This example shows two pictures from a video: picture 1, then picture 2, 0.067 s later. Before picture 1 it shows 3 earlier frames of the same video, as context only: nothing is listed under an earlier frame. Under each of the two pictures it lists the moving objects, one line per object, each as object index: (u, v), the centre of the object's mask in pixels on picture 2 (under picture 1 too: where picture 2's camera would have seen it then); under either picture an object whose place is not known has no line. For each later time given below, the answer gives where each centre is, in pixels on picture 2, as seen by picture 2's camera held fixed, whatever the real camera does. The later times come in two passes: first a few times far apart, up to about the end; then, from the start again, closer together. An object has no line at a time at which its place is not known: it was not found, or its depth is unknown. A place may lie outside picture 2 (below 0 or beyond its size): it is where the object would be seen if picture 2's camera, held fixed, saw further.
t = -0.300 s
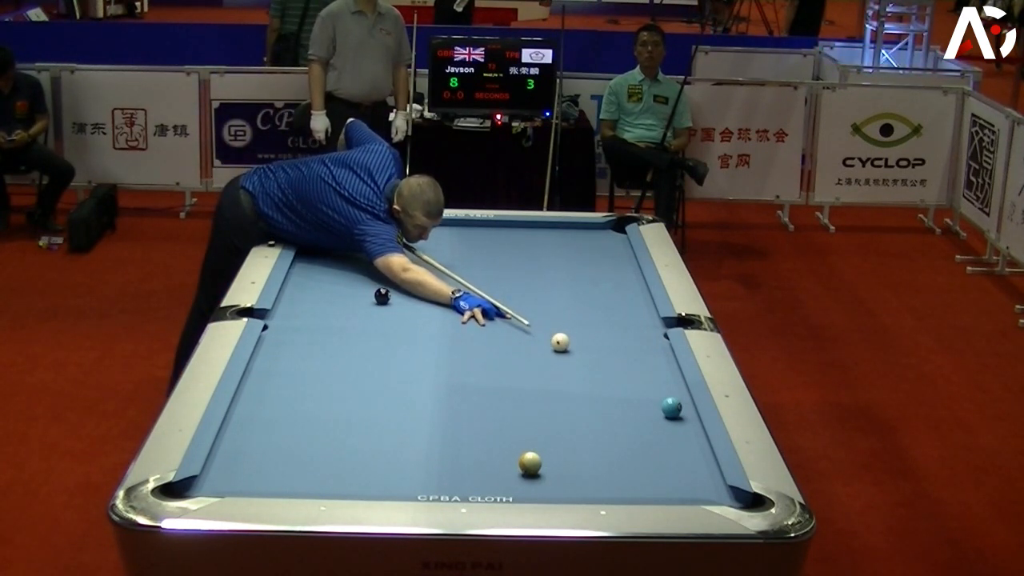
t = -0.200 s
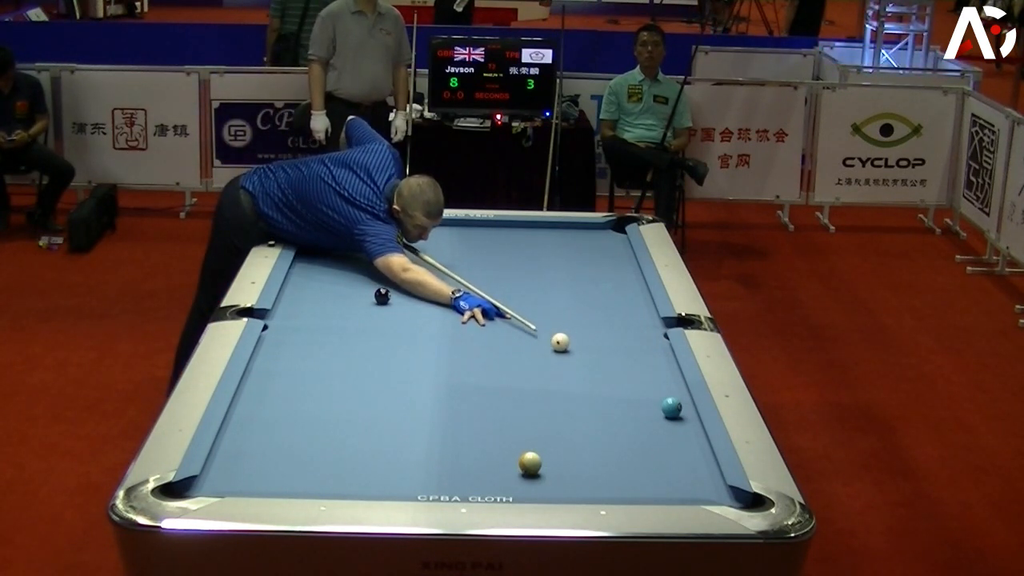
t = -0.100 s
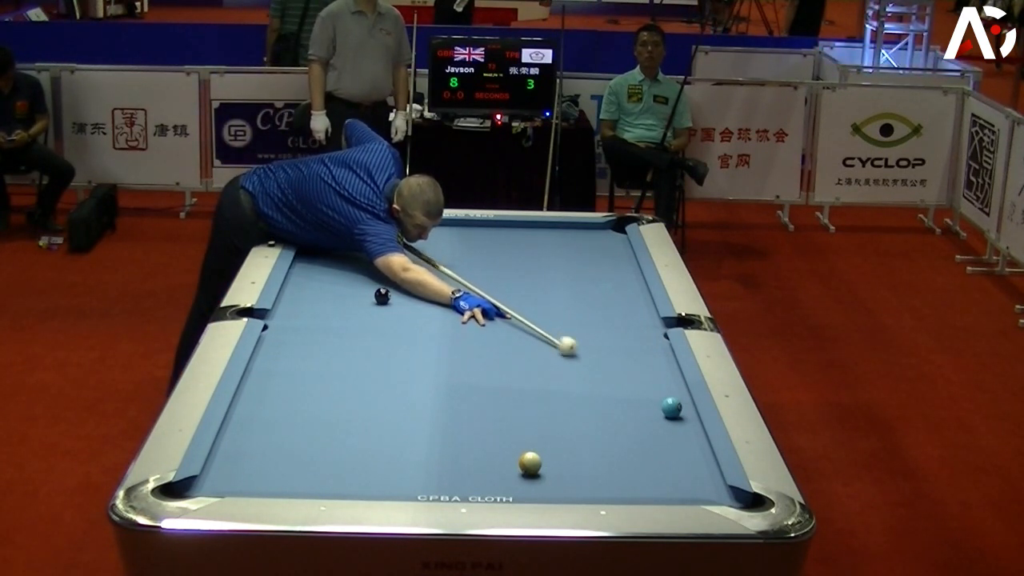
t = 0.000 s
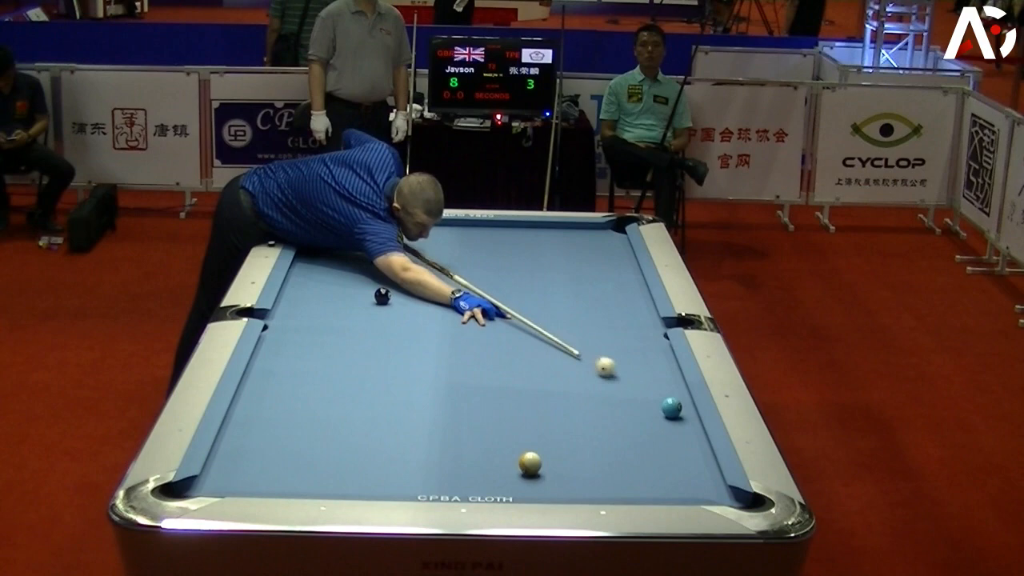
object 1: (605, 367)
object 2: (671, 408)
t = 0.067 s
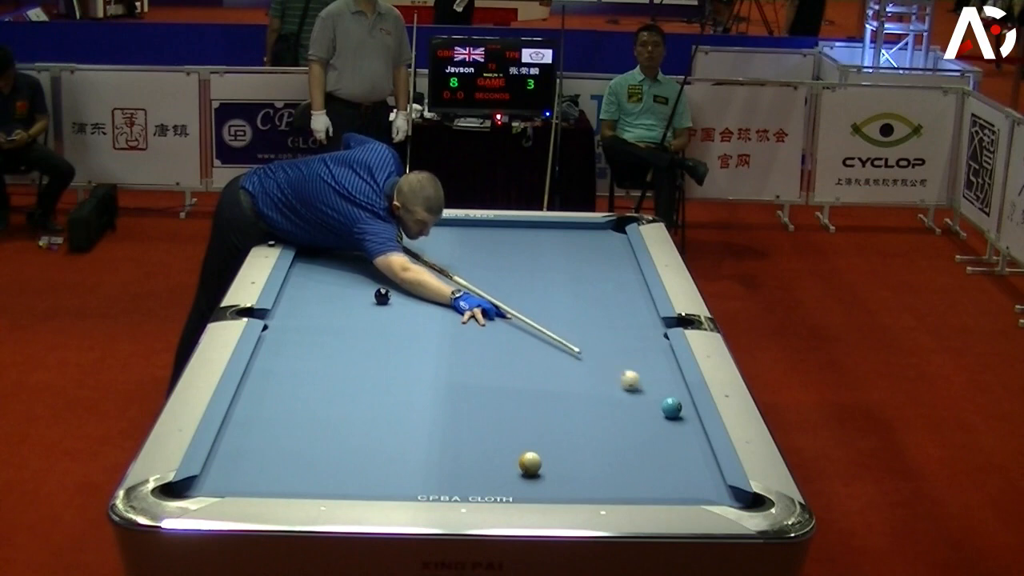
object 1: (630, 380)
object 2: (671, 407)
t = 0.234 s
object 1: (680, 399)
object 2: (679, 421)
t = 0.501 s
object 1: (656, 393)
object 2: (707, 466)
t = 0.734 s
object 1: (636, 388)
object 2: (723, 497)
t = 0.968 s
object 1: (616, 382)
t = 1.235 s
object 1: (596, 377)
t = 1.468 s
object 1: (580, 373)
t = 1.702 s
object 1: (566, 369)
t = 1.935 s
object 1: (552, 366)
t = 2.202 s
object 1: (539, 362)
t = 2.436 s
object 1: (529, 360)
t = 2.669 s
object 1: (521, 357)
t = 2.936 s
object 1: (512, 355)
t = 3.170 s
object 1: (506, 354)
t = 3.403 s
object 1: (501, 353)
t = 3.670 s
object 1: (497, 352)
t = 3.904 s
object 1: (495, 352)
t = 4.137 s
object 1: (494, 351)
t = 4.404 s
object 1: (494, 351)
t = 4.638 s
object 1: (494, 351)
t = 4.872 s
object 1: (495, 351)
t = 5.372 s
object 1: (494, 351)
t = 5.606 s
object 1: (494, 351)
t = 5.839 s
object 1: (494, 351)
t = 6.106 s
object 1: (494, 352)
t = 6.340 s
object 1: (494, 351)
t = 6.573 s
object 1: (494, 351)
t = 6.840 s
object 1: (494, 351)
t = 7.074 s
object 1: (494, 351)
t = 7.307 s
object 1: (494, 351)
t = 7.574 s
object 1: (494, 351)
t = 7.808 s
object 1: (494, 351)
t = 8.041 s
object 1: (494, 351)
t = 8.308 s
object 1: (494, 351)
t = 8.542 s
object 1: (494, 351)
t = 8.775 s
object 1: (494, 351)
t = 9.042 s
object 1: (494, 351)
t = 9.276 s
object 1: (494, 351)
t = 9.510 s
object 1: (494, 351)
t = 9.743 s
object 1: (494, 351)
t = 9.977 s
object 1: (494, 351)
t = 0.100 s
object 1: (642, 387)
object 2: (671, 408)
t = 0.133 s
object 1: (654, 393)
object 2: (671, 407)
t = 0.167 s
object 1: (664, 395)
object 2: (671, 408)
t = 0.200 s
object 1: (673, 397)
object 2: (676, 414)
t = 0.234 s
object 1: (680, 399)
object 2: (679, 421)
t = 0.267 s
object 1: (681, 399)
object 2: (684, 427)
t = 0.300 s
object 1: (676, 398)
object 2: (687, 433)
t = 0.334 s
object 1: (673, 397)
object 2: (690, 438)
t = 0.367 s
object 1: (669, 396)
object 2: (693, 444)
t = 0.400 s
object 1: (666, 396)
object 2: (697, 450)
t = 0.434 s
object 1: (663, 395)
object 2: (700, 455)
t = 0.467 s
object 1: (660, 394)
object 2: (703, 460)
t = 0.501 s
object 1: (656, 393)
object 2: (707, 466)
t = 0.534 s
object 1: (654, 392)
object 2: (710, 472)
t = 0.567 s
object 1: (650, 391)
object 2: (712, 477)
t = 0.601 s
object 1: (647, 391)
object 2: (713, 484)
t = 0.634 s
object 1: (644, 390)
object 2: (714, 488)
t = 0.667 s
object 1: (641, 389)
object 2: (716, 491)
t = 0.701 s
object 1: (638, 388)
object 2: (719, 495)
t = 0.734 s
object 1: (636, 388)
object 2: (723, 497)
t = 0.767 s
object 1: (632, 387)
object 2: (730, 498)
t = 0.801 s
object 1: (629, 386)
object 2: (739, 501)
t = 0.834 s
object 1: (627, 386)
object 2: (743, 505)
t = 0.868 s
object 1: (624, 385)
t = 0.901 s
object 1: (621, 384)
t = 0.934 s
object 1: (619, 383)
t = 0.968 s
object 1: (616, 382)
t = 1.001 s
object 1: (614, 382)
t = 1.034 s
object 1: (611, 381)
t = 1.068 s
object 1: (608, 381)
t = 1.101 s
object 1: (606, 380)
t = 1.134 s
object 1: (603, 379)
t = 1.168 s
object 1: (601, 379)
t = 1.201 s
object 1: (598, 378)
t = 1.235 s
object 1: (596, 377)
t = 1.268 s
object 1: (593, 377)
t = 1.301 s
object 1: (591, 376)
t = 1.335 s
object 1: (589, 375)
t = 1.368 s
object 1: (586, 375)
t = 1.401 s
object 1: (584, 374)
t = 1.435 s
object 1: (582, 374)
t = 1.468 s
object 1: (580, 373)
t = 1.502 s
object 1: (578, 373)
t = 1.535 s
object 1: (576, 372)
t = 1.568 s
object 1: (574, 372)
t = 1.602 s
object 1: (571, 371)
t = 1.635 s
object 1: (569, 370)
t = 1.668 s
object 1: (567, 370)
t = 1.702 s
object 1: (566, 369)
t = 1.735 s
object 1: (564, 369)
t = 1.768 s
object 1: (562, 368)
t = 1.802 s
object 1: (560, 368)
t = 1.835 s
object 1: (558, 367)
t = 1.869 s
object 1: (555, 367)
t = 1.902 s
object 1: (554, 366)
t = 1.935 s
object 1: (552, 366)
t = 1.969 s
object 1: (551, 366)
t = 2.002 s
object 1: (549, 365)
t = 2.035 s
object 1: (547, 365)
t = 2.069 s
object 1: (545, 364)
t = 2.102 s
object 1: (544, 364)
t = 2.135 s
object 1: (542, 363)
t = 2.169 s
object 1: (541, 363)
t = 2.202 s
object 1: (539, 362)
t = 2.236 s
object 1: (538, 362)
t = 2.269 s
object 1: (536, 362)
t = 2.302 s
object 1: (535, 361)
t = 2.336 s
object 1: (533, 361)
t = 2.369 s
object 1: (532, 361)
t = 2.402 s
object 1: (530, 360)
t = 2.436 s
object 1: (529, 360)
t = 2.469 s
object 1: (528, 360)
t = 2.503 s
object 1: (526, 359)
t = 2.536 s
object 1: (525, 359)
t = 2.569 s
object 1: (524, 359)
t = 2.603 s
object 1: (523, 358)
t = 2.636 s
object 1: (522, 358)
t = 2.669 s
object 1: (521, 357)
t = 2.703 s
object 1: (519, 357)
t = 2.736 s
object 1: (518, 357)
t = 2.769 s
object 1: (517, 357)
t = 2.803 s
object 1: (516, 356)
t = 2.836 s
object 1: (515, 356)
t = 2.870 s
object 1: (514, 356)
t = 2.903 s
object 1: (513, 356)
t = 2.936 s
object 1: (512, 355)
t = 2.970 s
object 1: (511, 355)
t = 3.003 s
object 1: (510, 355)
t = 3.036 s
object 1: (509, 355)
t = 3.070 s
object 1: (508, 355)
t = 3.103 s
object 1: (508, 354)
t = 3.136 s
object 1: (507, 354)
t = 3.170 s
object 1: (506, 354)
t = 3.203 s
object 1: (505, 354)
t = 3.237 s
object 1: (504, 354)
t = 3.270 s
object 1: (504, 353)
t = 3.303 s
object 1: (503, 353)
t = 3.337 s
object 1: (502, 353)
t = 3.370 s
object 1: (502, 353)
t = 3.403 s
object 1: (501, 353)
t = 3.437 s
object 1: (500, 352)
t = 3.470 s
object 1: (500, 352)
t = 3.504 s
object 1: (499, 352)
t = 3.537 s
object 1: (499, 352)
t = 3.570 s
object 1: (498, 352)
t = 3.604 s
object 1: (497, 352)
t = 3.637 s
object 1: (497, 352)
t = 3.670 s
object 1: (497, 352)
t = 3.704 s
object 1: (496, 352)
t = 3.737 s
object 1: (496, 352)
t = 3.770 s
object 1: (495, 352)
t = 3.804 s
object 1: (495, 352)
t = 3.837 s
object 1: (495, 352)
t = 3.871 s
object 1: (495, 352)
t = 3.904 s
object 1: (495, 352)
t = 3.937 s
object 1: (495, 351)
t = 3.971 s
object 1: (494, 352)
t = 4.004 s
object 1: (494, 352)
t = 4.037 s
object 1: (494, 352)
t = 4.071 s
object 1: (494, 351)
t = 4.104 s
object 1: (494, 351)
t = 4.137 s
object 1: (494, 351)
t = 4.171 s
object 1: (494, 351)
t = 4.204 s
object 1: (494, 351)
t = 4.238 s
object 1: (494, 351)
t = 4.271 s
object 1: (494, 351)
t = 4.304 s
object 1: (494, 351)
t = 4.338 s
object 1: (494, 351)
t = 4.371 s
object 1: (494, 351)
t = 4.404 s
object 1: (494, 351)
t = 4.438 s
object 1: (494, 351)
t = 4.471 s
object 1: (494, 351)
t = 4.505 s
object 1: (494, 351)
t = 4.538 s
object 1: (494, 351)
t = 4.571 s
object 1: (494, 351)
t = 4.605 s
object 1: (494, 351)
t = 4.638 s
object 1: (494, 351)
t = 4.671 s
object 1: (494, 351)
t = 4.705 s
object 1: (494, 351)
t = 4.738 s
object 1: (494, 351)
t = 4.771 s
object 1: (494, 351)
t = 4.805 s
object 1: (494, 351)
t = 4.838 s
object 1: (494, 352)
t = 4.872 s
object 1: (495, 351)
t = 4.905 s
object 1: (494, 352)
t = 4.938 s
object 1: (494, 352)
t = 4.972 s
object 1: (495, 351)
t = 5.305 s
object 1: (492, 351)
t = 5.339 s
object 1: (494, 351)
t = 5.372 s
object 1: (494, 351)
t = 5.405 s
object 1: (494, 351)
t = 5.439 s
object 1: (494, 351)
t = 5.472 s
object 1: (494, 351)
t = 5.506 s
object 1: (494, 351)
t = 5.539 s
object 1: (494, 351)
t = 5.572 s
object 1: (494, 351)
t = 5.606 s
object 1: (494, 351)
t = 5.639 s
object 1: (494, 351)
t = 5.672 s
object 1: (494, 351)
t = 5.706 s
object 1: (494, 351)
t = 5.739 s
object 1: (494, 351)
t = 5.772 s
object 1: (494, 351)
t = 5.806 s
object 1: (494, 352)
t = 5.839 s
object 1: (494, 351)
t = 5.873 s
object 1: (494, 351)
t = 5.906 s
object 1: (494, 351)
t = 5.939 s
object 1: (494, 351)
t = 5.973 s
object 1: (494, 351)
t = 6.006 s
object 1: (494, 352)
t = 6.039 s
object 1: (494, 352)
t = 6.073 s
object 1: (494, 352)
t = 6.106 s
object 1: (494, 352)
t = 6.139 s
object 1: (494, 352)
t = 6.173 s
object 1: (494, 352)
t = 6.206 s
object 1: (494, 352)
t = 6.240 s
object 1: (494, 352)
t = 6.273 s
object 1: (494, 352)
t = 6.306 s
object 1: (494, 352)
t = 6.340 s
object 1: (494, 351)
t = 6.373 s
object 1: (494, 352)
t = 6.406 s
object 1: (494, 352)
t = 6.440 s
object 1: (494, 352)
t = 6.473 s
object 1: (494, 351)
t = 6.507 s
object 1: (494, 351)
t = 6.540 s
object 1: (494, 351)
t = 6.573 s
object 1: (494, 351)
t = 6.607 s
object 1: (494, 352)
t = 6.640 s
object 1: (494, 351)
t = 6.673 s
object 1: (494, 351)
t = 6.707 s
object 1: (494, 351)
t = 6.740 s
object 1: (494, 351)
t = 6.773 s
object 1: (494, 351)
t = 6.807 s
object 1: (494, 351)
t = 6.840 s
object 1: (494, 351)
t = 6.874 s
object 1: (494, 351)
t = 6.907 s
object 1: (494, 351)
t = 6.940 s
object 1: (494, 351)
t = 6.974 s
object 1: (494, 351)
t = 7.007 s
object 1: (494, 351)
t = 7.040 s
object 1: (494, 351)
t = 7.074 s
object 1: (494, 351)
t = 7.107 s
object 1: (494, 351)
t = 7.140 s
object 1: (494, 351)
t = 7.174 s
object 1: (494, 351)
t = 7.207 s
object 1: (494, 351)
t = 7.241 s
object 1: (494, 351)
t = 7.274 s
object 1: (494, 351)
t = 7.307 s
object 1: (494, 351)
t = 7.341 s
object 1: (494, 351)
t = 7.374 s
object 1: (494, 351)
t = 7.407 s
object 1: (494, 351)
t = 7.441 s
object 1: (494, 351)
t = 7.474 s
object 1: (494, 351)
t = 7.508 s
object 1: (494, 351)
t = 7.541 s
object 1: (494, 351)
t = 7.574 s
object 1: (494, 351)
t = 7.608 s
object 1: (494, 351)
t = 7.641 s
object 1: (494, 351)
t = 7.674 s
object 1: (494, 351)
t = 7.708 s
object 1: (494, 351)
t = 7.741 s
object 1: (494, 351)
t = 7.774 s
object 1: (494, 351)
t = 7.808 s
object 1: (494, 351)
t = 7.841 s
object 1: (494, 351)
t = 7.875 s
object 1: (494, 351)
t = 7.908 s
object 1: (494, 351)
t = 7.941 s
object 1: (494, 351)
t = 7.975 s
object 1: (494, 351)
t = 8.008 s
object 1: (494, 351)
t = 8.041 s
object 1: (494, 351)
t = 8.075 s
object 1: (494, 351)
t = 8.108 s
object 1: (494, 351)
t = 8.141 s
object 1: (494, 351)
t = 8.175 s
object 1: (494, 351)
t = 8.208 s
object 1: (494, 351)
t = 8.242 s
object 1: (494, 351)
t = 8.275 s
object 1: (494, 351)
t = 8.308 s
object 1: (494, 351)
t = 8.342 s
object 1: (494, 351)
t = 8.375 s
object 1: (494, 351)
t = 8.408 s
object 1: (494, 351)
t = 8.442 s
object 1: (494, 351)
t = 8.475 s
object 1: (494, 351)
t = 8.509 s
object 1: (494, 351)
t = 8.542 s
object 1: (494, 351)
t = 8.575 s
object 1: (494, 351)
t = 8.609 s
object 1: (494, 351)
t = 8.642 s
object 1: (494, 351)
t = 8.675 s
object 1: (494, 351)
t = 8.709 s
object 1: (494, 351)
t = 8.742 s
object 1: (494, 351)
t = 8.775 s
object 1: (494, 351)
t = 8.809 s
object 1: (494, 351)
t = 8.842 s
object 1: (494, 351)
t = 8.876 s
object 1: (494, 351)
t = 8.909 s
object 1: (494, 351)
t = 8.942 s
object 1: (494, 351)
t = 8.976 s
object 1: (494, 351)
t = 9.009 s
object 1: (494, 351)
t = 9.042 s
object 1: (494, 351)
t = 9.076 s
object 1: (494, 351)
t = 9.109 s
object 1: (494, 351)
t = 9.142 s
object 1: (494, 351)
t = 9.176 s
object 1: (494, 351)
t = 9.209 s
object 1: (494, 351)
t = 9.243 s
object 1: (494, 351)
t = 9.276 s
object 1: (494, 351)
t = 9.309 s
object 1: (494, 351)
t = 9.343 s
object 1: (494, 351)
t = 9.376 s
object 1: (494, 351)
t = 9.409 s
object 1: (494, 351)
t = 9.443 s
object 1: (494, 351)
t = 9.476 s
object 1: (494, 351)
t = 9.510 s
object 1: (494, 351)
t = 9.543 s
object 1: (494, 351)
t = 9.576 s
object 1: (494, 351)
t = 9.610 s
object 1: (494, 351)
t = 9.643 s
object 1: (494, 351)
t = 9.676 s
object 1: (494, 351)
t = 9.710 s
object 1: (494, 351)
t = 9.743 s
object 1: (494, 351)
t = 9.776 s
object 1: (494, 351)
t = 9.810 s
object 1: (494, 351)
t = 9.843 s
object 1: (494, 351)
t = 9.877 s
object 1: (494, 351)
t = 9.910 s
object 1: (494, 351)
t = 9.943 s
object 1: (494, 351)
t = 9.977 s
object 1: (494, 351)
